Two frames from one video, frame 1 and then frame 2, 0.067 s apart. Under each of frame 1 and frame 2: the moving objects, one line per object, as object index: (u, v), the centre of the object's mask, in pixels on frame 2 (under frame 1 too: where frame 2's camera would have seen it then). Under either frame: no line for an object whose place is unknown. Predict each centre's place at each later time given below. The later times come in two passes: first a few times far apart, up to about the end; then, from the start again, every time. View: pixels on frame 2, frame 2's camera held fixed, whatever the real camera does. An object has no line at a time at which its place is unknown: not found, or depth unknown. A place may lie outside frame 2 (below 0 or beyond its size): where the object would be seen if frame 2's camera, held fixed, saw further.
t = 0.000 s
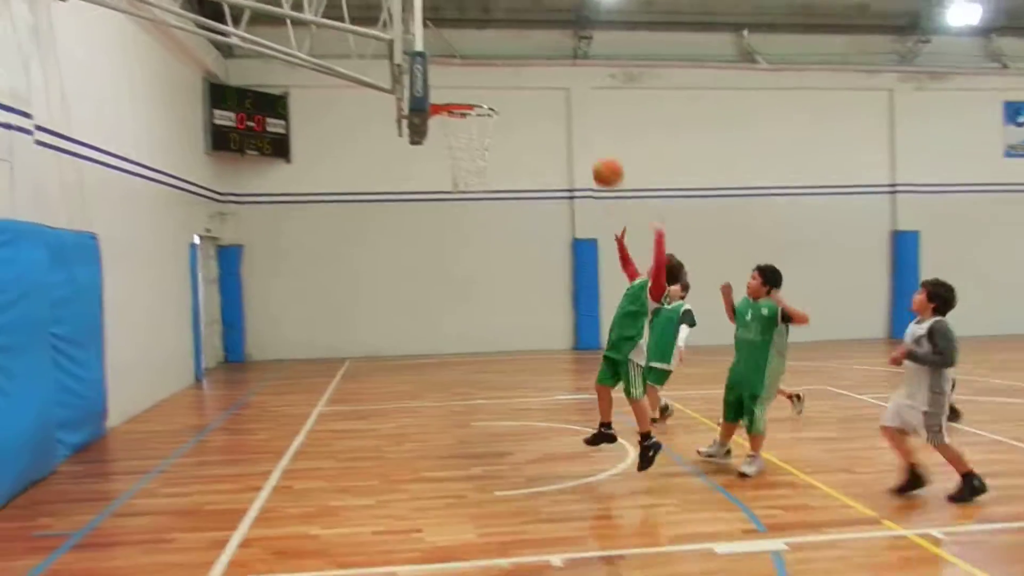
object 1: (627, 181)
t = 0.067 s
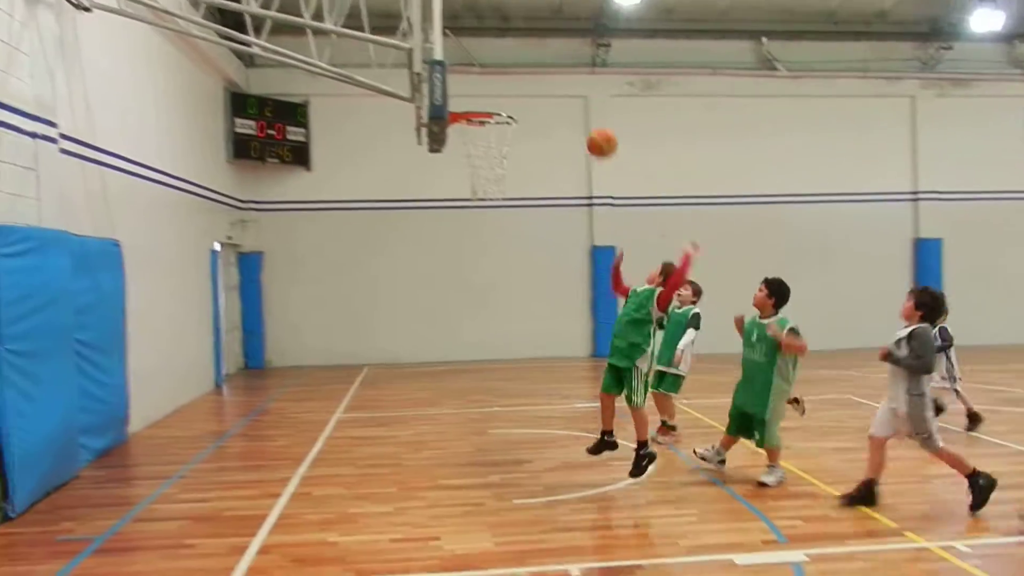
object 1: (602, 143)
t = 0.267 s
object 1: (537, 73)
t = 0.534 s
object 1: (465, 68)
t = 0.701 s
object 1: (475, 99)
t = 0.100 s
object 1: (590, 126)
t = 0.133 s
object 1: (579, 112)
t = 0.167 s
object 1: (568, 101)
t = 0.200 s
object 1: (558, 90)
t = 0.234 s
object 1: (547, 80)
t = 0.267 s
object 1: (537, 73)
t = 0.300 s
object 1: (528, 67)
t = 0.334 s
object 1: (518, 63)
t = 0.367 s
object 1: (508, 60)
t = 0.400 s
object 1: (499, 59)
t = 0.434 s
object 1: (490, 59)
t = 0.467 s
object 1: (482, 61)
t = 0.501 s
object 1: (473, 64)
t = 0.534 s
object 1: (465, 68)
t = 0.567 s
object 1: (459, 74)
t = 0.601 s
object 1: (458, 80)
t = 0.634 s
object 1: (462, 85)
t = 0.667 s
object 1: (469, 92)
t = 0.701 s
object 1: (475, 99)
